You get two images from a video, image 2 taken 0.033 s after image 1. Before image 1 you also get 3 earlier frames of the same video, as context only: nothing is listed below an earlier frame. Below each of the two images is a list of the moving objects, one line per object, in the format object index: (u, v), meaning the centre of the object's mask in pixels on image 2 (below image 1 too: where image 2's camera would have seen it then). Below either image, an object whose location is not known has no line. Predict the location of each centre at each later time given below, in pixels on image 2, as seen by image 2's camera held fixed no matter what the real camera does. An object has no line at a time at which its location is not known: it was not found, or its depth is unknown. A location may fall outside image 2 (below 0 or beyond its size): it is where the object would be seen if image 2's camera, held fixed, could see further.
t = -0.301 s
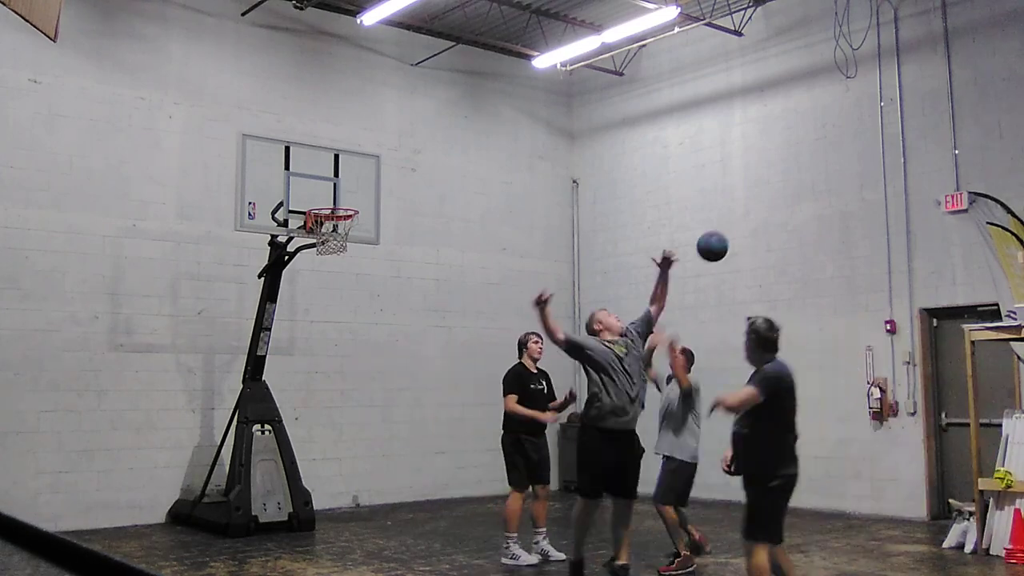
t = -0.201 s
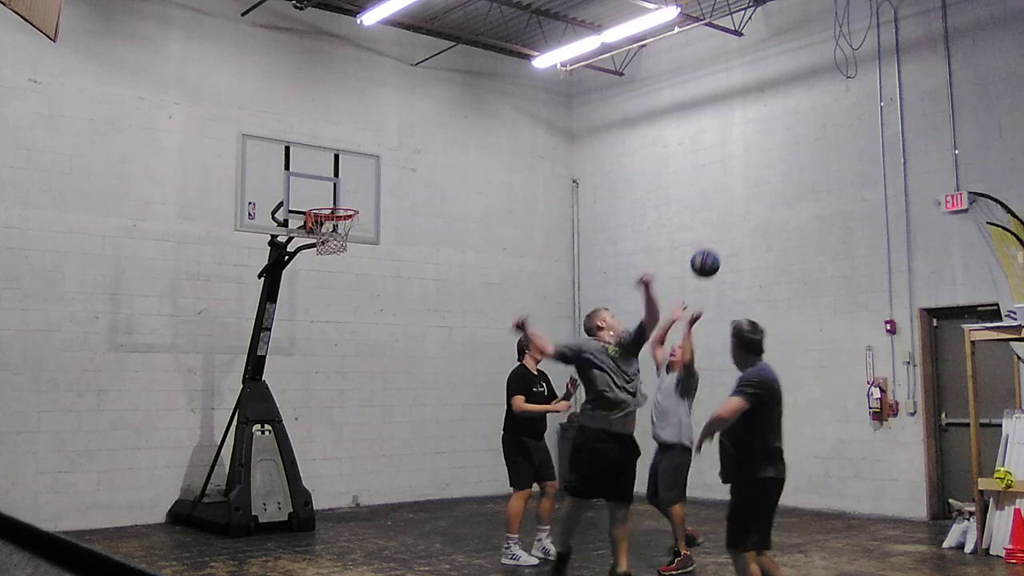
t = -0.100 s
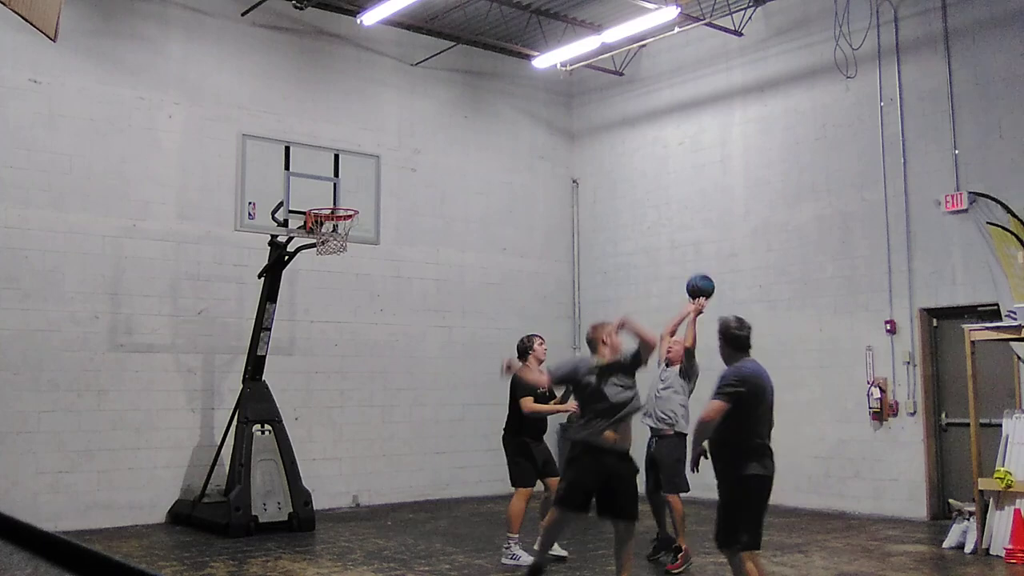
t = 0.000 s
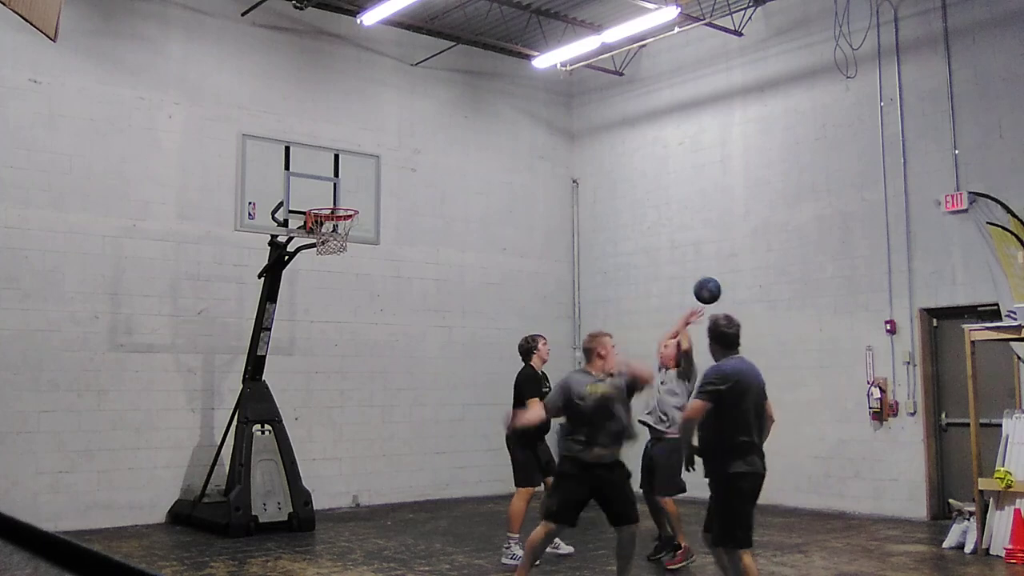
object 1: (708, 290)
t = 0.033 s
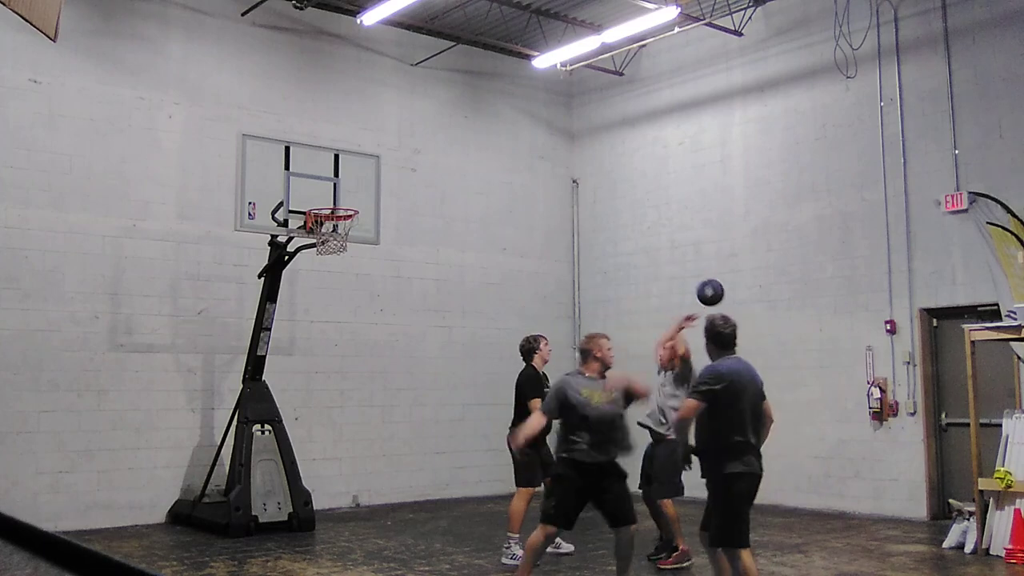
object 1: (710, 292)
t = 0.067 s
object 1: (713, 295)
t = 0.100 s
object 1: (716, 300)
